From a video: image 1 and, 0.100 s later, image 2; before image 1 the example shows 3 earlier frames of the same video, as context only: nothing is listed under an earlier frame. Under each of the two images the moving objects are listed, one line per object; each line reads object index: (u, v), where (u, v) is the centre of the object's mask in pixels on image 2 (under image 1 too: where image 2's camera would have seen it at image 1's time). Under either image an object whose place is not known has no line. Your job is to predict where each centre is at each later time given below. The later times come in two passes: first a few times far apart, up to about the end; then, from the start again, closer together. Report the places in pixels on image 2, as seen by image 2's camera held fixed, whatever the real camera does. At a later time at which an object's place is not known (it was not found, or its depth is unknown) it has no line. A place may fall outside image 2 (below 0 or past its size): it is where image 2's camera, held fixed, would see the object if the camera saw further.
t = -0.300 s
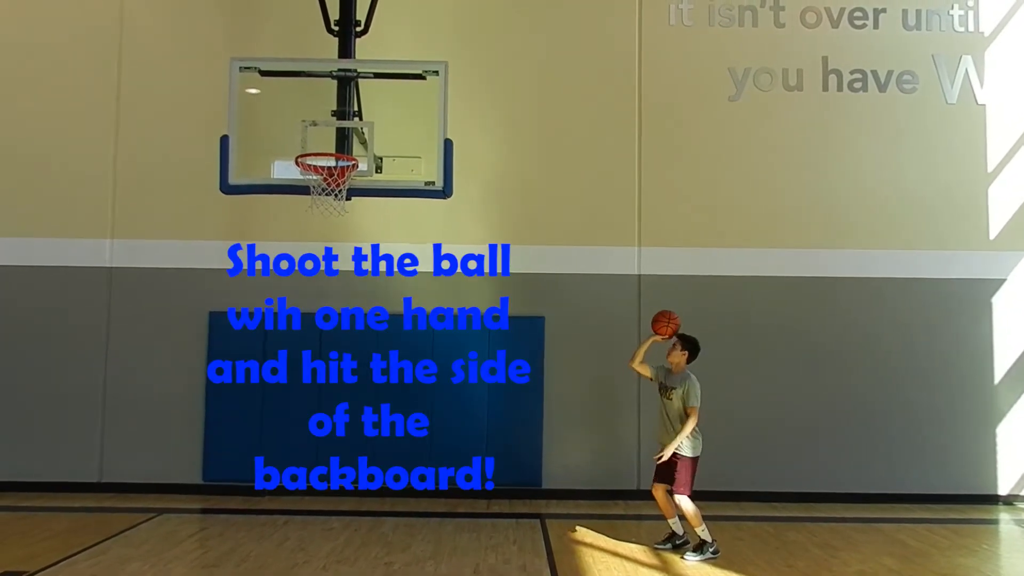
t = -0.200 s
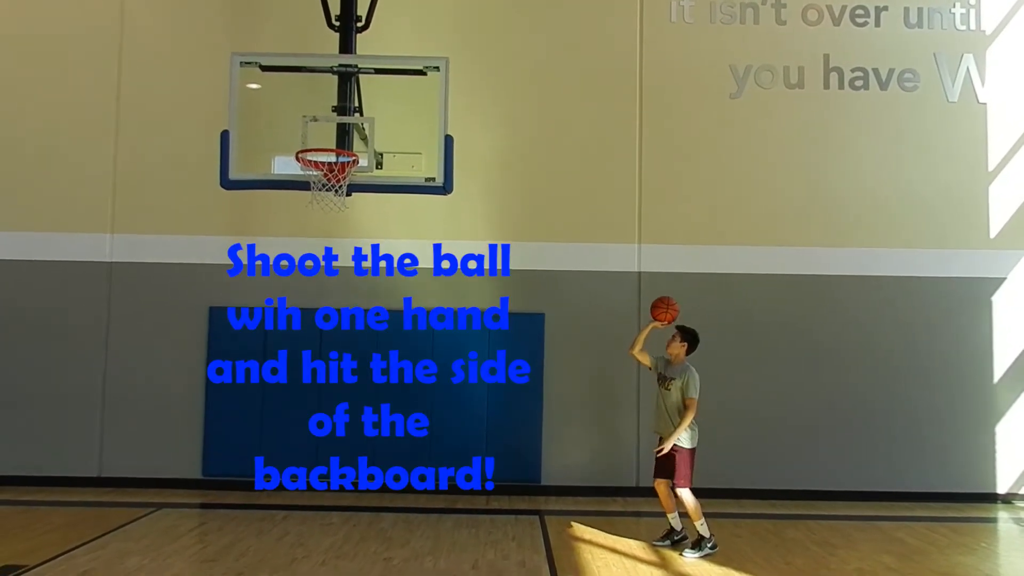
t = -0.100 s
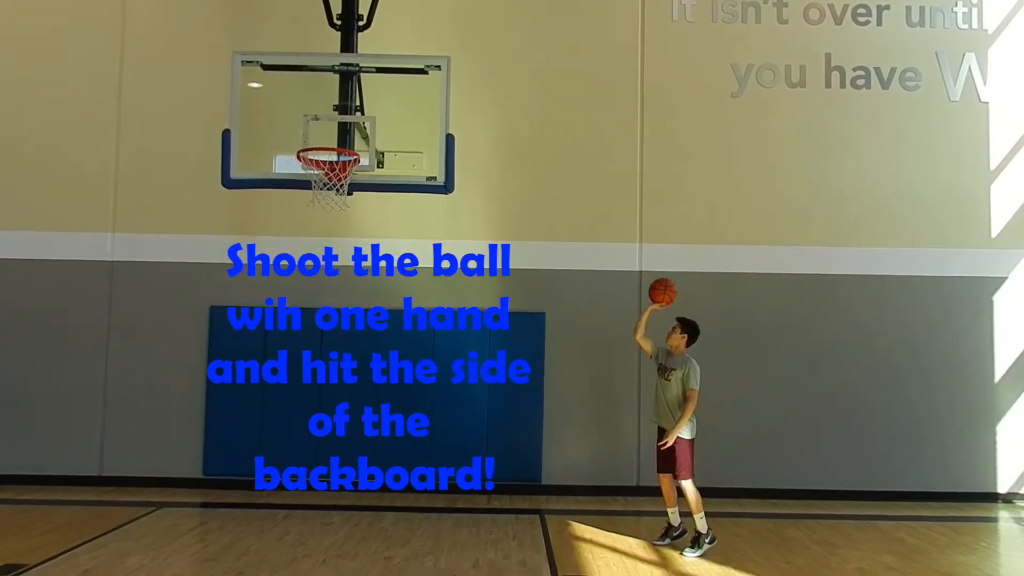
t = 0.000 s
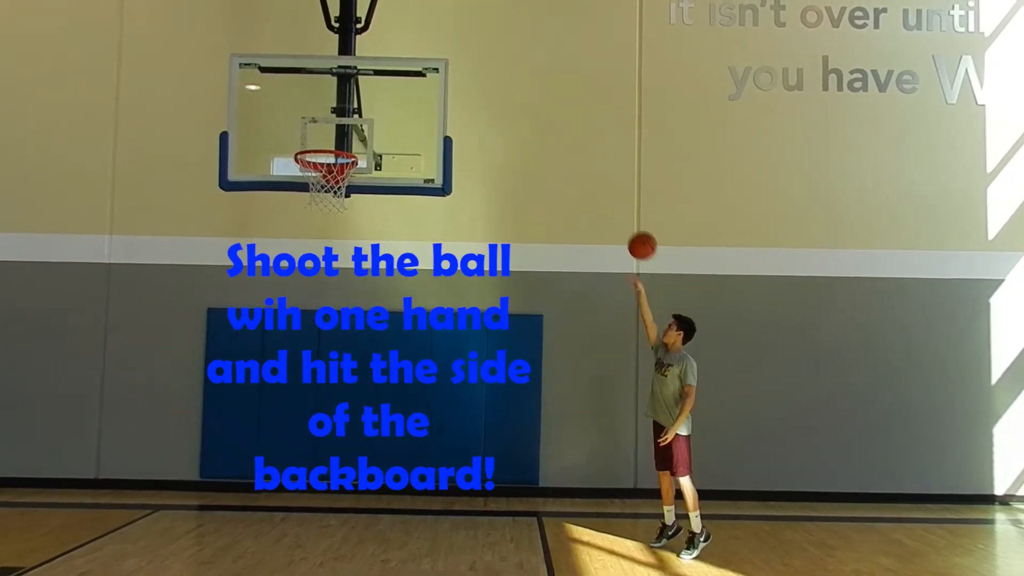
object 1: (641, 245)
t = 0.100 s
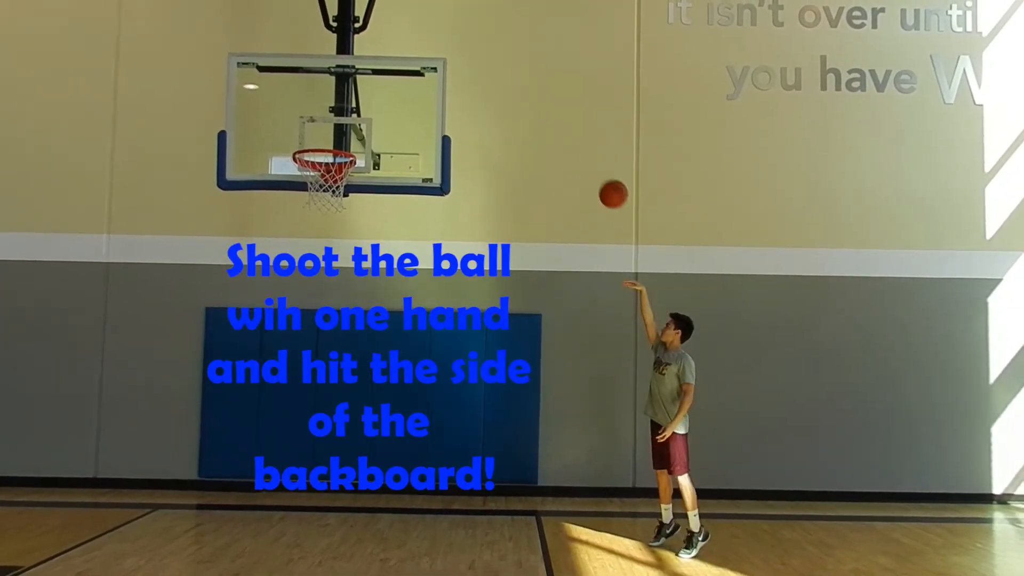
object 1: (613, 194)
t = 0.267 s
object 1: (567, 133)
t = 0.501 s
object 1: (503, 100)
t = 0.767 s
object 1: (481, 140)
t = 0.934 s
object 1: (517, 207)
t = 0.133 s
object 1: (604, 179)
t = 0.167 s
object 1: (595, 166)
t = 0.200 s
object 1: (586, 154)
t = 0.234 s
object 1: (576, 143)
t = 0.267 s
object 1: (567, 133)
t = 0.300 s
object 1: (558, 124)
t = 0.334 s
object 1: (549, 117)
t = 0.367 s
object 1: (540, 111)
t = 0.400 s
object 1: (531, 106)
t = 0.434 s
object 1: (522, 103)
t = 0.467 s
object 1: (512, 101)
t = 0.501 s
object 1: (503, 100)
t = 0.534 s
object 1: (494, 101)
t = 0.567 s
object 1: (484, 102)
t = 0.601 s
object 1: (475, 105)
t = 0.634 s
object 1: (466, 109)
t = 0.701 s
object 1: (466, 122)
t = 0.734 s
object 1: (473, 130)
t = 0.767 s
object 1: (481, 140)
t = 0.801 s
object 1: (488, 150)
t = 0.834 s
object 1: (495, 163)
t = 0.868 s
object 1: (502, 176)
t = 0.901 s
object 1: (510, 190)
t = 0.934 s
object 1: (517, 207)
